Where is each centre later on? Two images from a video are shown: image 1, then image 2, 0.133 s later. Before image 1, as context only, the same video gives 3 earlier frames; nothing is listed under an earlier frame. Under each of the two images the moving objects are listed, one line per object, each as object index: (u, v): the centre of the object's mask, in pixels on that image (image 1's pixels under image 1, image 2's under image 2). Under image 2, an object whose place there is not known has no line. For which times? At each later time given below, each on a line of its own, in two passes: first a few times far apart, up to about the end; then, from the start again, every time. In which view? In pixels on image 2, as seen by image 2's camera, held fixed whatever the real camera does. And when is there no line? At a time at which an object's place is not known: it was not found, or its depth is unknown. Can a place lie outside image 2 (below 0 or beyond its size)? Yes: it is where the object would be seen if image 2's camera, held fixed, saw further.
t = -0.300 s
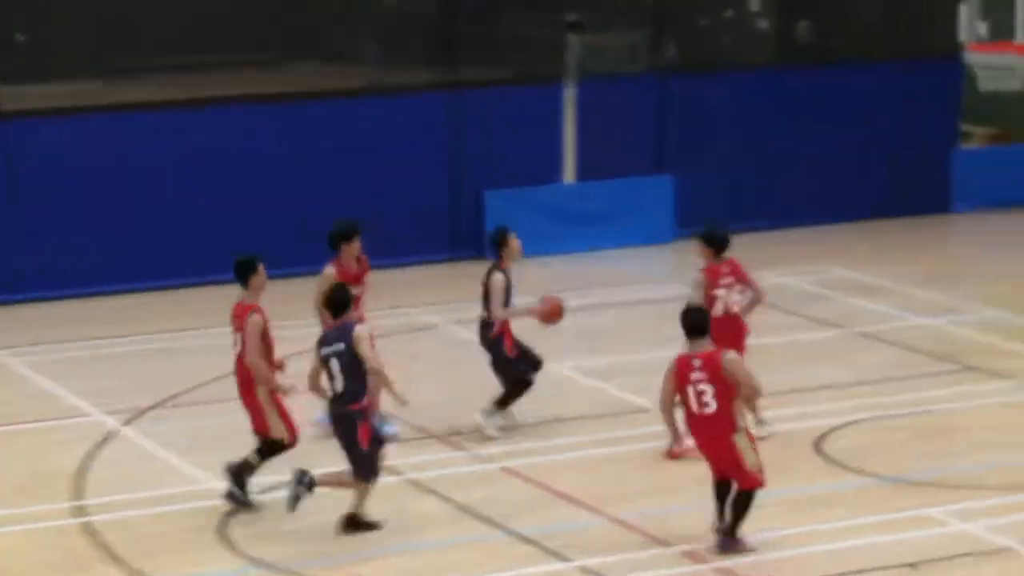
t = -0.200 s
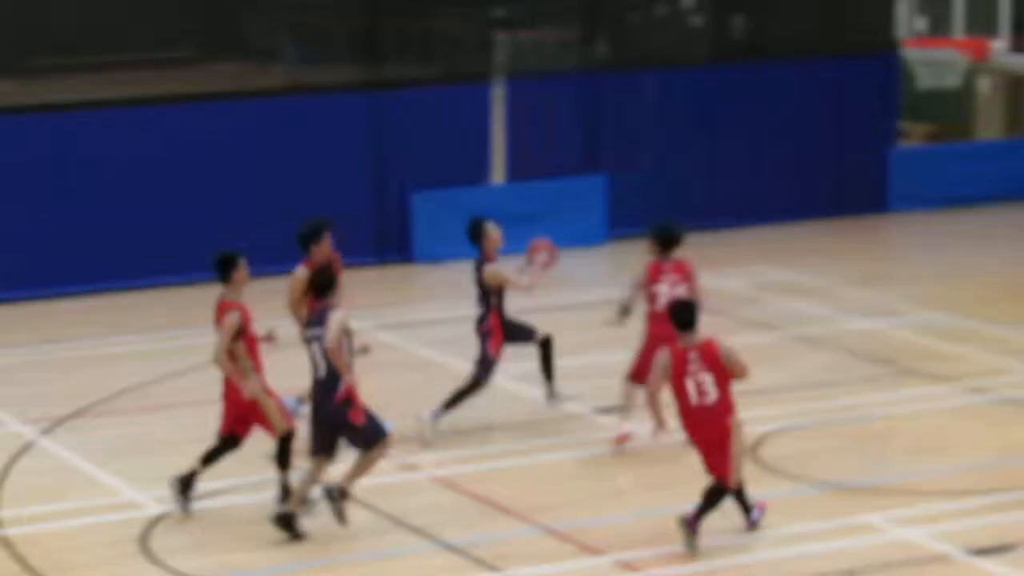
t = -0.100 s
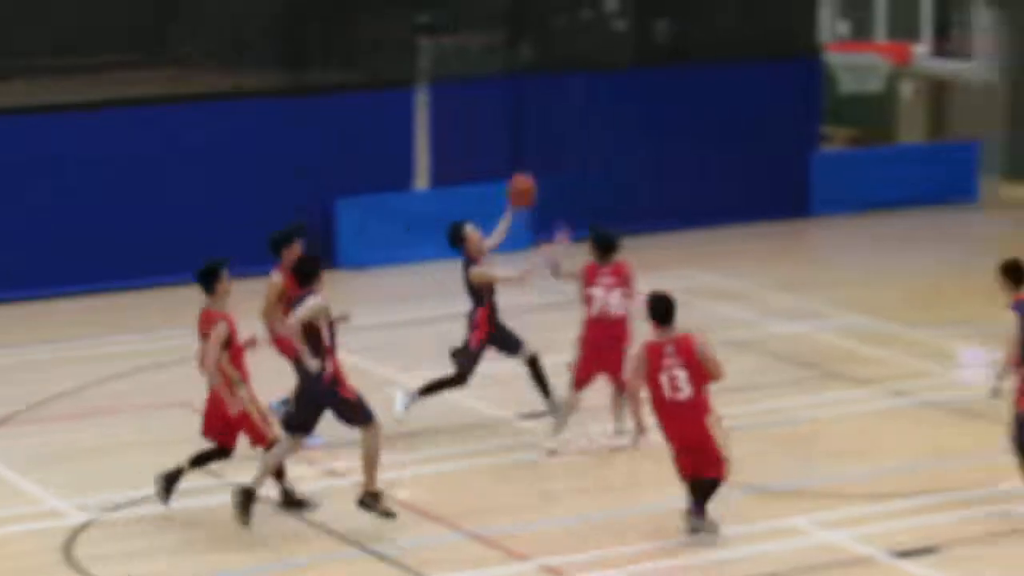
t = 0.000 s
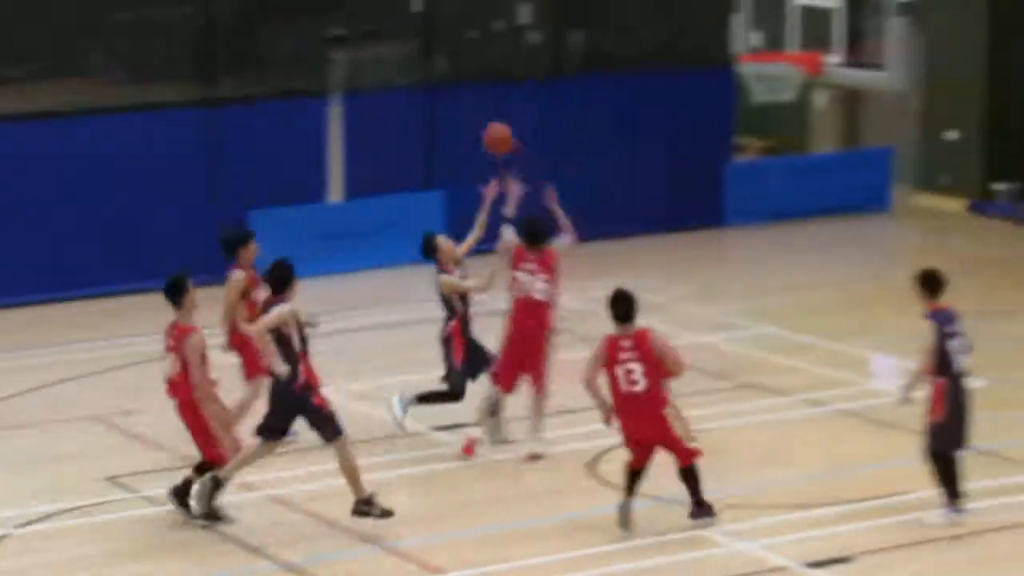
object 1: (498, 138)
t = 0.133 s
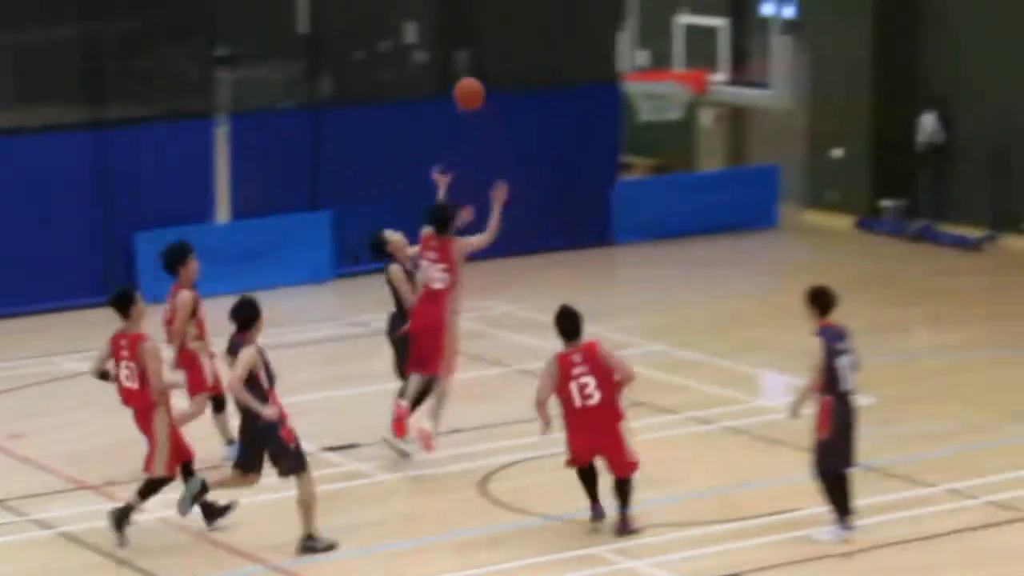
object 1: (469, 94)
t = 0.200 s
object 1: (510, 70)
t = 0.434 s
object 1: (622, 29)
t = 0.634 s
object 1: (587, 62)
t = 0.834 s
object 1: (551, 150)
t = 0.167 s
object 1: (489, 81)
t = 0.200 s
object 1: (510, 70)
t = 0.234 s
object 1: (531, 59)
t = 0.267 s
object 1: (552, 51)
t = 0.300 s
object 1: (573, 43)
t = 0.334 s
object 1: (594, 36)
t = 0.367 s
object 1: (614, 32)
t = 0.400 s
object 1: (628, 29)
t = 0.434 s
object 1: (622, 29)
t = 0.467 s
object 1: (617, 30)
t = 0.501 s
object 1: (610, 32)
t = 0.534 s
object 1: (604, 37)
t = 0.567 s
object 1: (598, 44)
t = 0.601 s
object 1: (592, 52)
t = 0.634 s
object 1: (587, 62)
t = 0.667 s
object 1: (580, 72)
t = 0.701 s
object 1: (574, 84)
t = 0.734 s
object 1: (569, 99)
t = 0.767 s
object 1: (563, 114)
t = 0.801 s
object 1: (557, 131)
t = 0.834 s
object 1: (551, 150)
